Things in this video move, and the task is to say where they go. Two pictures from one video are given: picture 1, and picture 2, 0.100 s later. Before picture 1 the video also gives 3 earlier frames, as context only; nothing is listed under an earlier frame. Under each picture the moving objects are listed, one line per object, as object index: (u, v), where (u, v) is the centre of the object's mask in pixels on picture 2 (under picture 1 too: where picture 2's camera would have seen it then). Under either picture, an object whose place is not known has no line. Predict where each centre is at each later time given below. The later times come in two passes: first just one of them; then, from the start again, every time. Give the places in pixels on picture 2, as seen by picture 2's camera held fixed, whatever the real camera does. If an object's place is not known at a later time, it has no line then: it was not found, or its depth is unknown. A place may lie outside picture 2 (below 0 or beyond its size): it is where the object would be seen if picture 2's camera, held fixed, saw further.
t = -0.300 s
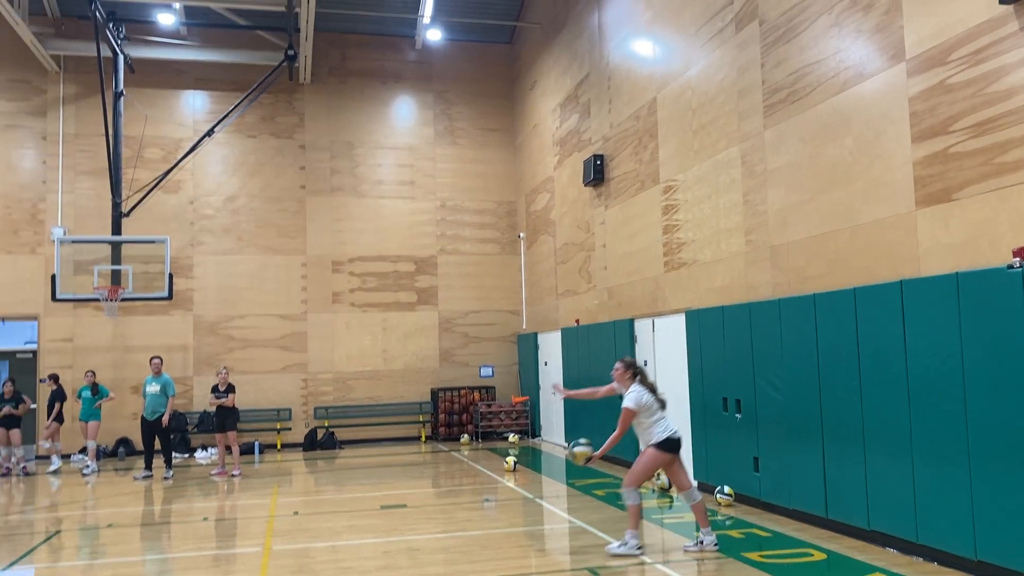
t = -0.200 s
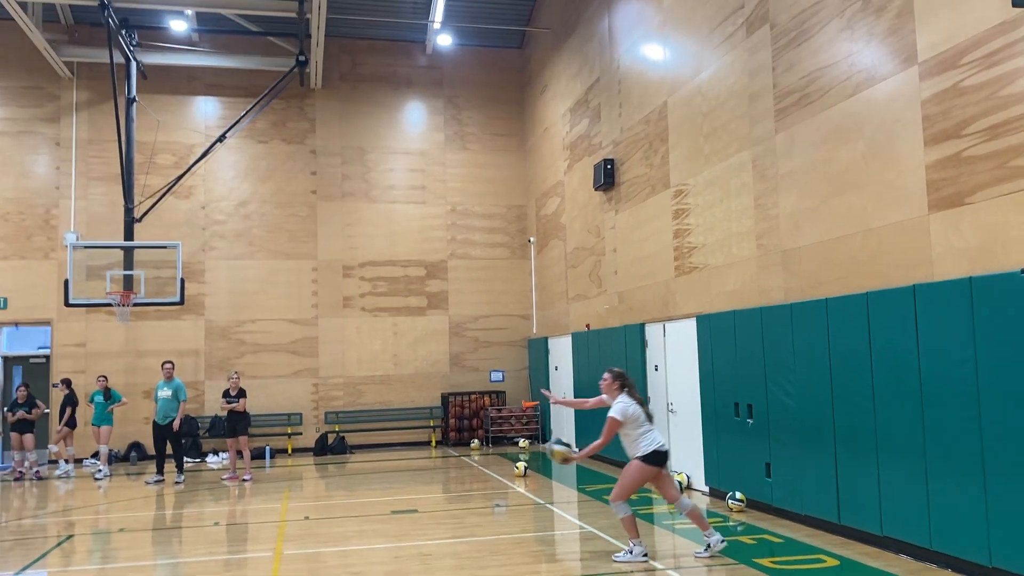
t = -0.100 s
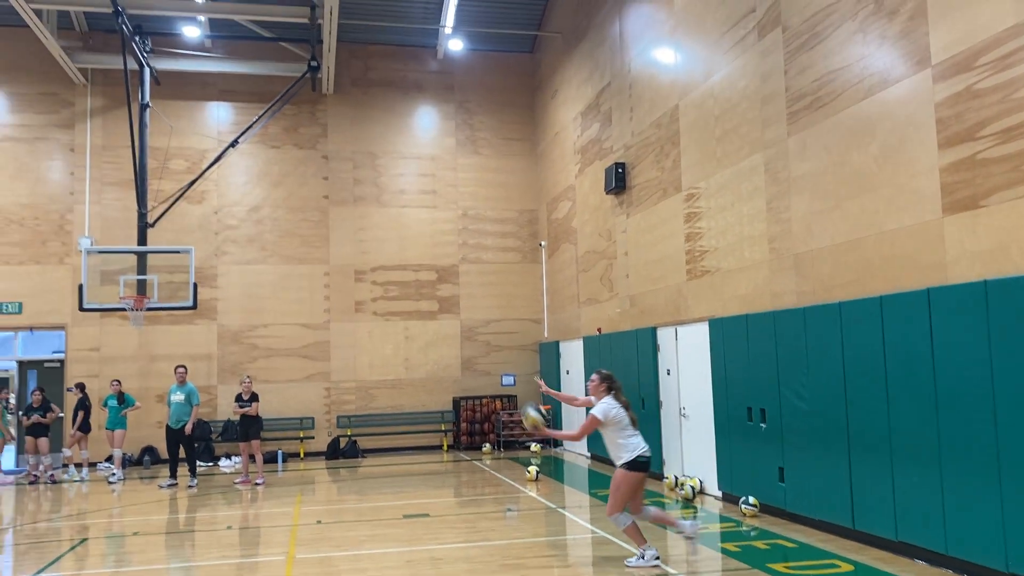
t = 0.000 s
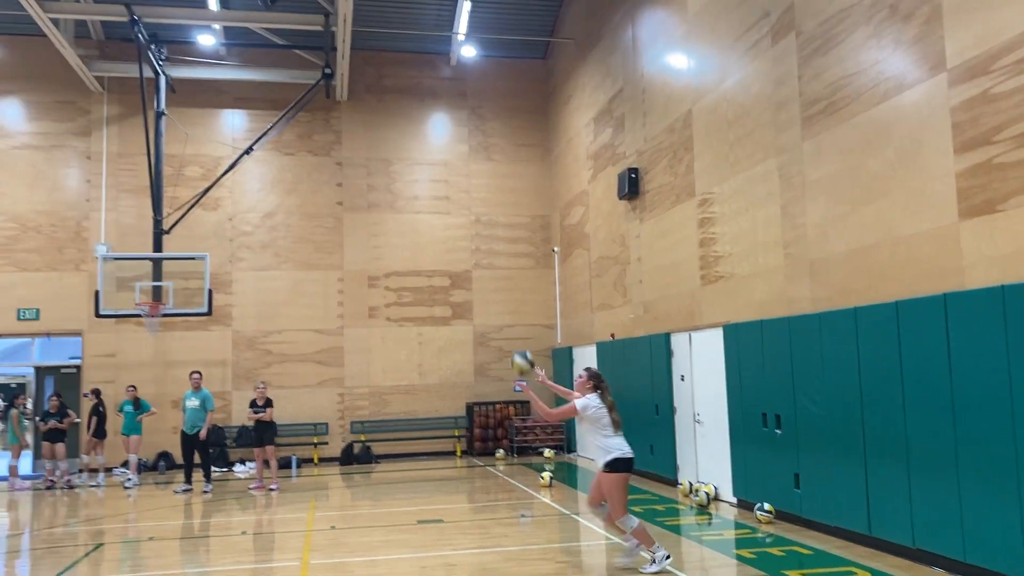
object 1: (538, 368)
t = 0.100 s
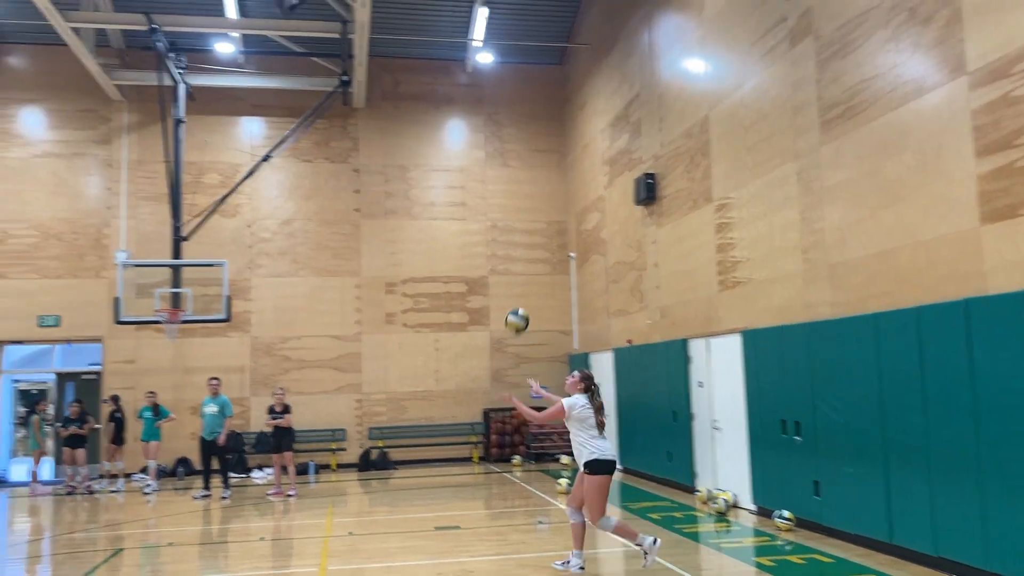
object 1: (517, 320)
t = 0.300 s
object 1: (478, 260)
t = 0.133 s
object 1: (510, 307)
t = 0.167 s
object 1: (503, 295)
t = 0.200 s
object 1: (497, 284)
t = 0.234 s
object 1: (490, 275)
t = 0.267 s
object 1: (484, 267)
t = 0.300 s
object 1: (478, 260)
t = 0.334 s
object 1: (471, 254)
